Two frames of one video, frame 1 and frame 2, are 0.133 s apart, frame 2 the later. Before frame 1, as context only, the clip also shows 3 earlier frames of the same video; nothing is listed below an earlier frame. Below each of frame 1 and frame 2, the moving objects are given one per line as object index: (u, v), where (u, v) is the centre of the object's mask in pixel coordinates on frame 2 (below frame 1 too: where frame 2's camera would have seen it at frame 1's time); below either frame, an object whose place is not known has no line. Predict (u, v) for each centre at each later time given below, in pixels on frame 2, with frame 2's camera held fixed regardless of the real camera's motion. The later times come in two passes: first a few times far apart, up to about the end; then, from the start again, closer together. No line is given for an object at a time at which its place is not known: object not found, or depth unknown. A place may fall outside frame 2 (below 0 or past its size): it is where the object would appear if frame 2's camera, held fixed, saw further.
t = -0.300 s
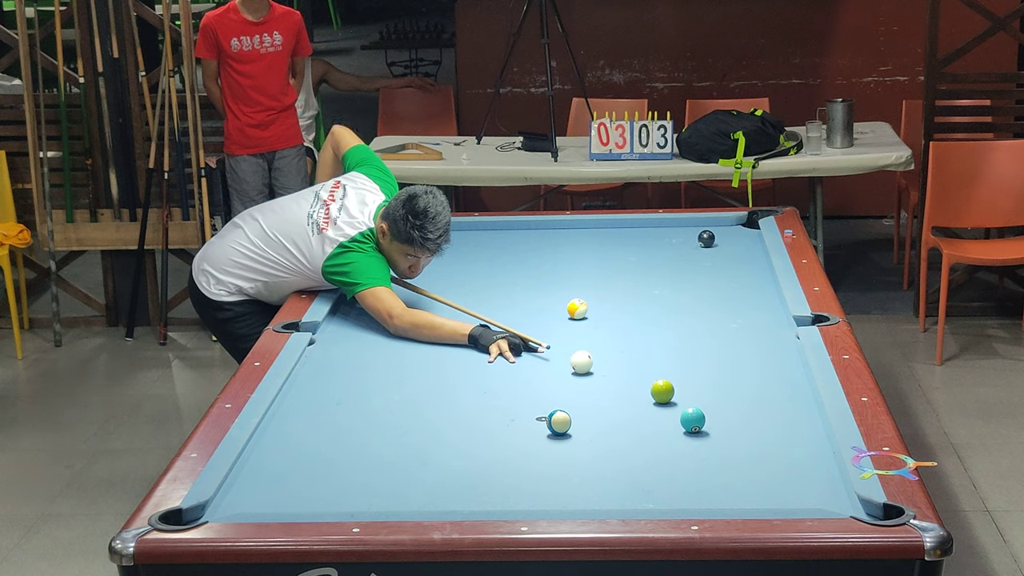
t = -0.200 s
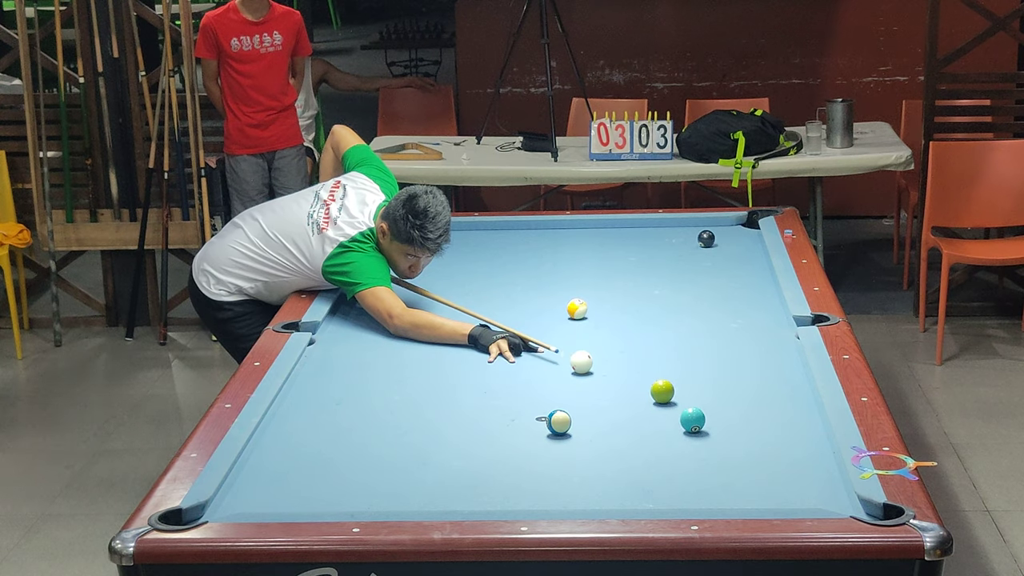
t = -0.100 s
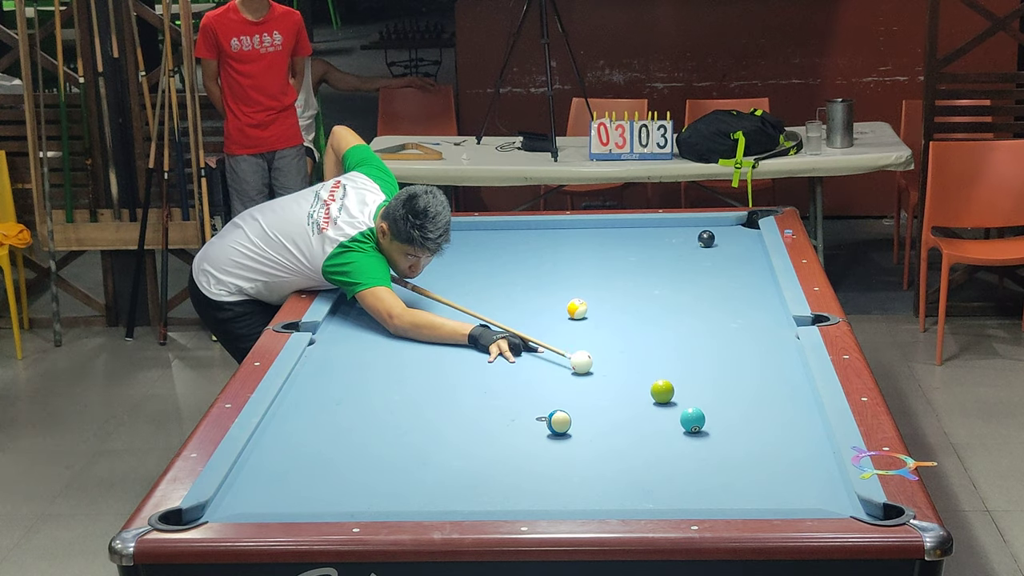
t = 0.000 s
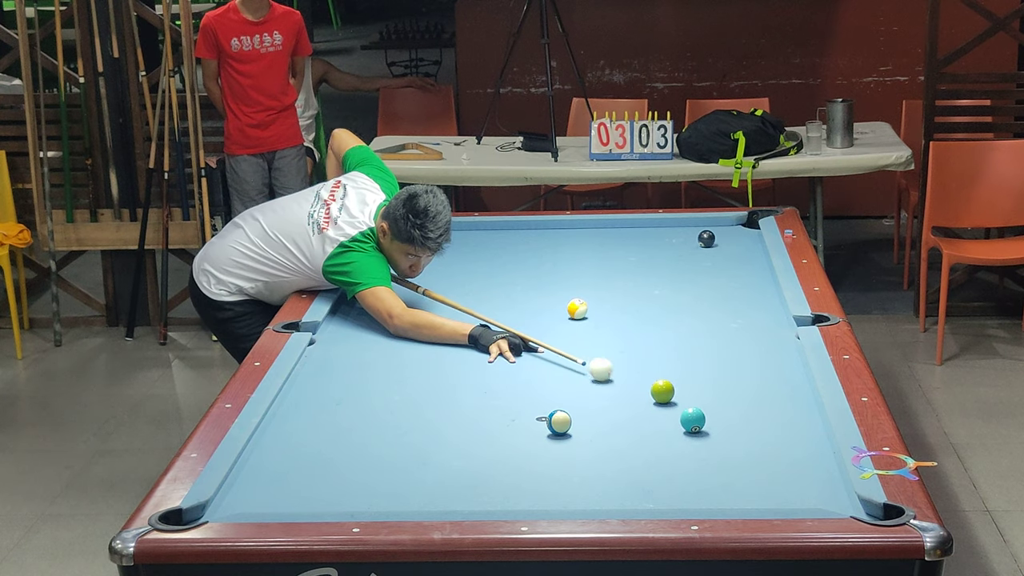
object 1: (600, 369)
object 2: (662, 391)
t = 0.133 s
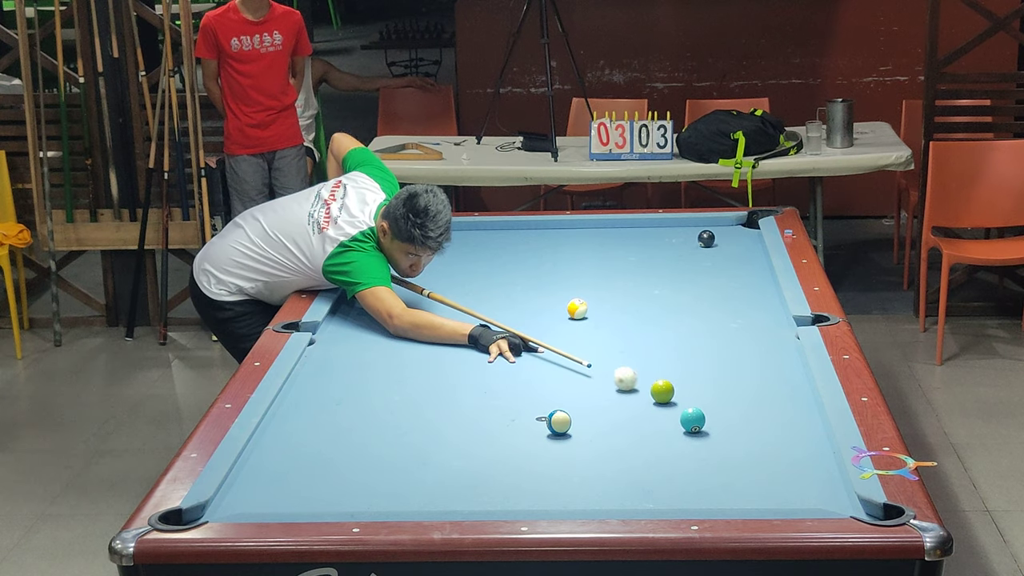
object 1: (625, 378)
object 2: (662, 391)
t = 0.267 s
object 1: (644, 386)
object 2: (667, 393)
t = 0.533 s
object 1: (652, 391)
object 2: (705, 403)
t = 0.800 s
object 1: (658, 395)
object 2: (739, 415)
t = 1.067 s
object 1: (663, 399)
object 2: (773, 426)
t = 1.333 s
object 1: (666, 401)
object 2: (805, 436)
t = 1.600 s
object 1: (669, 403)
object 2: (816, 444)
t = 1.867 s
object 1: (668, 403)
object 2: (804, 449)
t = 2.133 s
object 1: (668, 403)
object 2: (792, 454)
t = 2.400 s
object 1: (668, 403)
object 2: (782, 457)
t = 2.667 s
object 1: (668, 403)
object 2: (775, 460)
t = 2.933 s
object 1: (668, 403)
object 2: (769, 462)
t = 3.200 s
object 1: (668, 403)
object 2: (766, 463)
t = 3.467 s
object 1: (668, 403)
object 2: (765, 463)
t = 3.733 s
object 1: (668, 403)
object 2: (766, 463)
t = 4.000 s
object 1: (668, 403)
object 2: (766, 463)
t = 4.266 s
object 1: (668, 403)
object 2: (766, 463)
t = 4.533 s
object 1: (668, 403)
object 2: (766, 463)
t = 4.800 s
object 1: (668, 403)
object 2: (766, 463)
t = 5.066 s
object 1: (668, 403)
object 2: (766, 463)
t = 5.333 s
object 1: (668, 403)
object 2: (766, 463)
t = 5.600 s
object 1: (668, 403)
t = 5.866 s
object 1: (668, 403)
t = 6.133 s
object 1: (668, 403)
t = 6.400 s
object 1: (669, 403)
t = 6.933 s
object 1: (668, 403)
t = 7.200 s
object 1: (668, 403)
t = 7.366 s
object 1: (668, 403)
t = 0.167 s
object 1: (631, 380)
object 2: (662, 391)
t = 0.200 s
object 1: (638, 383)
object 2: (662, 391)
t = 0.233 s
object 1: (642, 385)
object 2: (662, 391)
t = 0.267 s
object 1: (644, 386)
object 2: (667, 393)
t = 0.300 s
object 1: (645, 386)
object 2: (673, 394)
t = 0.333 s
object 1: (646, 387)
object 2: (677, 396)
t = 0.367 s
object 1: (647, 388)
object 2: (682, 397)
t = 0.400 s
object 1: (648, 389)
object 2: (686, 398)
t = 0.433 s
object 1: (649, 389)
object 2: (690, 398)
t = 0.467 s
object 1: (650, 390)
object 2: (695, 399)
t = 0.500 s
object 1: (651, 390)
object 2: (700, 401)
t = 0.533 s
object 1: (652, 391)
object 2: (705, 403)
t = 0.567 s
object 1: (652, 392)
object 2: (709, 405)
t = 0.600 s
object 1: (653, 392)
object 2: (713, 407)
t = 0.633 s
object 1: (654, 393)
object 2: (717, 408)
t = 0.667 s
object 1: (655, 393)
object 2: (722, 410)
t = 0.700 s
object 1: (656, 394)
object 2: (726, 411)
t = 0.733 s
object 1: (657, 394)
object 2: (730, 412)
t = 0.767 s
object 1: (657, 395)
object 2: (735, 414)
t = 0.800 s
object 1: (658, 395)
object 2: (739, 415)
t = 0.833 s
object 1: (659, 396)
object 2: (743, 417)
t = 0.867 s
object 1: (659, 396)
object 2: (747, 418)
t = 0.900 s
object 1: (660, 397)
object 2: (752, 419)
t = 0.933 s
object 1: (661, 397)
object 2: (756, 421)
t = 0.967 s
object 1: (661, 398)
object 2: (760, 422)
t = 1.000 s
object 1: (662, 398)
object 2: (764, 423)
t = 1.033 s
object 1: (662, 398)
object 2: (768, 424)
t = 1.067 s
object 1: (663, 399)
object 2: (773, 426)
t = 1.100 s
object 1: (663, 399)
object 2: (777, 427)
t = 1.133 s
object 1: (664, 400)
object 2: (781, 429)
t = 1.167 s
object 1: (664, 400)
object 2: (785, 430)
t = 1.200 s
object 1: (665, 400)
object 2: (789, 431)
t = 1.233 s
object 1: (665, 400)
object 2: (793, 432)
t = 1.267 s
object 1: (666, 401)
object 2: (797, 434)
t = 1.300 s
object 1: (666, 401)
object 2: (801, 435)
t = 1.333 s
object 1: (666, 401)
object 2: (805, 436)
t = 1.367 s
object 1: (667, 401)
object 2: (809, 437)
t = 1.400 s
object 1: (667, 401)
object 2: (813, 439)
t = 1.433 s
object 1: (667, 402)
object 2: (817, 440)
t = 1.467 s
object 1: (668, 402)
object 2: (821, 441)
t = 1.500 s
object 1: (668, 402)
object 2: (821, 442)
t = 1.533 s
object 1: (668, 403)
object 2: (820, 443)
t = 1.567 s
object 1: (668, 402)
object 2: (818, 443)
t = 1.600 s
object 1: (669, 403)
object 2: (816, 444)
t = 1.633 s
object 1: (669, 403)
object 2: (814, 445)
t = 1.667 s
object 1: (669, 403)
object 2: (813, 446)
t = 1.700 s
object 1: (669, 403)
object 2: (811, 446)
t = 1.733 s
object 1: (669, 403)
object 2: (810, 447)
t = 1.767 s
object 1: (669, 403)
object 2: (808, 448)
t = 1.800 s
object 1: (669, 403)
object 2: (806, 448)
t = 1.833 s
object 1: (669, 403)
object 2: (805, 449)
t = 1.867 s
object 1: (668, 403)
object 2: (804, 449)
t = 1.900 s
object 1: (668, 403)
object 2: (802, 450)
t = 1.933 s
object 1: (668, 403)
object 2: (800, 451)
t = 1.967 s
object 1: (668, 403)
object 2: (799, 451)
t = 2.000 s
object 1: (668, 403)
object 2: (798, 452)
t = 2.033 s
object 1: (668, 403)
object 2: (796, 452)
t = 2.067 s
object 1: (668, 403)
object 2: (795, 453)
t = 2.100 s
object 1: (668, 403)
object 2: (793, 453)
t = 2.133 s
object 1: (668, 403)
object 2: (792, 454)
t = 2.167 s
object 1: (668, 403)
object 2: (791, 454)
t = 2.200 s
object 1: (668, 403)
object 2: (789, 455)
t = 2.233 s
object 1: (668, 403)
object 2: (788, 455)
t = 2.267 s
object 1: (668, 403)
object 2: (787, 456)
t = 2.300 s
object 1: (668, 403)
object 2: (786, 456)
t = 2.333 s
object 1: (668, 403)
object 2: (784, 456)
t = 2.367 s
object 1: (668, 403)
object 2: (783, 457)
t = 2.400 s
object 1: (668, 403)
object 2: (782, 457)
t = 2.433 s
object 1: (668, 403)
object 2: (781, 457)
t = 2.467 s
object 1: (668, 403)
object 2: (780, 458)
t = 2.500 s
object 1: (668, 403)
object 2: (779, 458)
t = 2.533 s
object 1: (668, 403)
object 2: (778, 458)
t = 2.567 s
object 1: (668, 403)
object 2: (777, 459)
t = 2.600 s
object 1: (668, 403)
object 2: (776, 459)
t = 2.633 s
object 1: (668, 403)
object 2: (775, 460)
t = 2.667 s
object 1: (668, 403)
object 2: (775, 460)
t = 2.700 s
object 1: (668, 403)
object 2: (774, 460)
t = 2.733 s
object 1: (668, 403)
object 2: (773, 461)
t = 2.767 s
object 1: (668, 403)
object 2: (772, 461)
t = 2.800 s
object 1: (668, 403)
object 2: (772, 461)
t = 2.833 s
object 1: (668, 403)
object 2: (771, 461)
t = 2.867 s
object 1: (668, 403)
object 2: (770, 462)
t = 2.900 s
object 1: (668, 403)
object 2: (770, 462)
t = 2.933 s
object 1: (668, 403)
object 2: (769, 462)
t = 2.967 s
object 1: (668, 403)
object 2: (769, 462)
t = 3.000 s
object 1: (668, 403)
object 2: (769, 462)
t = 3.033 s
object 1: (668, 403)
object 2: (768, 462)
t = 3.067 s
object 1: (668, 403)
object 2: (767, 463)
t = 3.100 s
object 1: (668, 403)
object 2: (767, 463)
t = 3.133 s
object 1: (668, 403)
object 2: (767, 463)
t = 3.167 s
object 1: (668, 403)
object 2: (767, 463)
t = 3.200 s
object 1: (668, 403)
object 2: (766, 463)
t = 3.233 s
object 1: (668, 403)
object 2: (766, 463)
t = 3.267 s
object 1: (668, 403)
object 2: (766, 463)
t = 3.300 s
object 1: (668, 403)
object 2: (766, 463)
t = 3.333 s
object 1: (668, 403)
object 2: (766, 463)
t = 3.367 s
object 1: (668, 403)
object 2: (765, 463)
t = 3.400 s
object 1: (668, 403)
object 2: (765, 463)
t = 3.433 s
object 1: (668, 403)
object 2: (765, 463)
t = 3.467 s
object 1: (668, 403)
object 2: (765, 463)
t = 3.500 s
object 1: (668, 403)
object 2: (765, 463)
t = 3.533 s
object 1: (668, 403)
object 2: (765, 463)
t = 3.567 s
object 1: (668, 403)
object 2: (765, 463)
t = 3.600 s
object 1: (668, 403)
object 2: (765, 463)
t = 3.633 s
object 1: (668, 403)
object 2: (765, 463)
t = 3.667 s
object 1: (668, 403)
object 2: (766, 463)
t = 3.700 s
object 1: (668, 403)
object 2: (766, 463)
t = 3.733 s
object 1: (668, 403)
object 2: (766, 463)
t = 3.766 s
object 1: (668, 403)
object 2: (766, 463)
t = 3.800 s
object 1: (668, 403)
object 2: (766, 463)
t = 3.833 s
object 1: (668, 403)
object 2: (766, 463)
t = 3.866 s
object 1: (668, 403)
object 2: (766, 463)
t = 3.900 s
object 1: (668, 403)
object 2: (766, 463)
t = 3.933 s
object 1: (668, 403)
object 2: (766, 463)
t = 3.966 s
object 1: (668, 403)
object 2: (766, 463)
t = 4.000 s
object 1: (668, 403)
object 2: (766, 463)
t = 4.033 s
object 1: (668, 403)
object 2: (766, 463)
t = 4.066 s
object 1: (668, 403)
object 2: (766, 463)
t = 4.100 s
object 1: (668, 403)
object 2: (766, 463)
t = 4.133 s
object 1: (668, 403)
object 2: (766, 463)
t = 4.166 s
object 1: (668, 403)
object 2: (766, 463)
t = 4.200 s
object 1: (668, 403)
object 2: (766, 463)
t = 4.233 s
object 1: (668, 403)
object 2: (766, 463)
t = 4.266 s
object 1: (668, 403)
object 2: (766, 463)
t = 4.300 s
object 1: (668, 403)
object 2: (766, 463)
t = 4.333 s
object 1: (668, 403)
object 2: (766, 463)
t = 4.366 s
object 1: (668, 403)
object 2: (766, 463)
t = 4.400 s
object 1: (668, 403)
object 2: (766, 463)
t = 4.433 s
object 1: (668, 403)
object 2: (766, 463)
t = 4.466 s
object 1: (668, 403)
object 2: (766, 463)
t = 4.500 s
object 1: (668, 403)
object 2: (766, 463)
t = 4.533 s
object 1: (668, 403)
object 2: (766, 463)
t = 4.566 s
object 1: (668, 403)
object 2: (766, 463)
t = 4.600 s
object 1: (668, 403)
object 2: (766, 463)
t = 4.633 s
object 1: (668, 403)
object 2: (766, 463)
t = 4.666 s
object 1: (668, 403)
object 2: (766, 463)
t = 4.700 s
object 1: (668, 403)
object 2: (766, 463)
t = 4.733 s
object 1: (668, 403)
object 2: (766, 463)
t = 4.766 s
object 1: (668, 403)
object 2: (766, 463)
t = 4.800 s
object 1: (668, 403)
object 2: (766, 463)
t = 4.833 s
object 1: (668, 403)
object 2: (766, 463)
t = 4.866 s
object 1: (668, 403)
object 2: (766, 463)
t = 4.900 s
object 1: (668, 403)
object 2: (766, 463)
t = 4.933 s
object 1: (668, 403)
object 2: (766, 463)
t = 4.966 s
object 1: (668, 403)
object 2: (766, 463)
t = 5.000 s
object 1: (668, 403)
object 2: (766, 463)
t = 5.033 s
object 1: (668, 403)
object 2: (766, 463)
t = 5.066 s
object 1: (668, 403)
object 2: (766, 463)
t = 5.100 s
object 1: (668, 403)
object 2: (766, 463)
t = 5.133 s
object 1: (668, 403)
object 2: (766, 463)
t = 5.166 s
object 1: (668, 403)
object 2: (766, 463)
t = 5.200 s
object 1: (668, 403)
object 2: (766, 463)
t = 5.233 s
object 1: (668, 403)
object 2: (766, 463)
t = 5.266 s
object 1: (668, 403)
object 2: (766, 463)
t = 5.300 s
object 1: (668, 403)
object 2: (766, 463)
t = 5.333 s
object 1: (668, 403)
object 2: (766, 463)
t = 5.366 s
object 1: (668, 403)
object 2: (766, 463)
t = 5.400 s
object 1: (668, 403)
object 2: (766, 463)
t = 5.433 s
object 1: (668, 403)
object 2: (766, 463)
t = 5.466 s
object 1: (668, 403)
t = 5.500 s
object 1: (668, 403)
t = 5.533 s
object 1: (668, 403)
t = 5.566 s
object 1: (668, 403)
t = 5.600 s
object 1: (668, 403)
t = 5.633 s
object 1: (668, 403)
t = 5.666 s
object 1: (668, 403)
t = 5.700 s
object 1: (668, 403)
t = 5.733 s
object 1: (668, 403)
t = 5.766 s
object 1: (668, 403)
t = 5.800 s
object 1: (668, 403)
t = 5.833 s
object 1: (668, 403)
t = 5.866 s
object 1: (668, 403)
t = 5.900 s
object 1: (668, 403)
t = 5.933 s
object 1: (668, 403)
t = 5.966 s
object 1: (668, 403)
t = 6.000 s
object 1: (668, 403)
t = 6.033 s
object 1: (668, 403)
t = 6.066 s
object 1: (668, 403)
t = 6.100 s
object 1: (668, 403)
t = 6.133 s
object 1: (668, 403)
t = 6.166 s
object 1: (668, 403)
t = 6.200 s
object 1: (668, 403)
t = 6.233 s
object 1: (668, 403)
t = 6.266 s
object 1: (668, 403)
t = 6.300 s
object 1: (668, 403)
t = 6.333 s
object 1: (668, 403)
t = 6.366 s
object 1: (668, 403)
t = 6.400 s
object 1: (669, 403)
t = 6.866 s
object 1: (668, 403)
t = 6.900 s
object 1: (668, 403)
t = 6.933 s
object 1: (668, 403)
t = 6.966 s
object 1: (668, 403)
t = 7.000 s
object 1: (668, 403)
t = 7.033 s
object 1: (668, 403)
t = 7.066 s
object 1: (668, 403)
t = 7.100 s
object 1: (668, 403)
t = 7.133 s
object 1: (668, 403)
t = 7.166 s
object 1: (668, 403)
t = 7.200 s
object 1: (668, 403)
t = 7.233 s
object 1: (668, 403)
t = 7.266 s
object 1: (668, 403)
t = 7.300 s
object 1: (668, 403)
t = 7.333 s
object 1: (668, 403)
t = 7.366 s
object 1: (668, 403)
